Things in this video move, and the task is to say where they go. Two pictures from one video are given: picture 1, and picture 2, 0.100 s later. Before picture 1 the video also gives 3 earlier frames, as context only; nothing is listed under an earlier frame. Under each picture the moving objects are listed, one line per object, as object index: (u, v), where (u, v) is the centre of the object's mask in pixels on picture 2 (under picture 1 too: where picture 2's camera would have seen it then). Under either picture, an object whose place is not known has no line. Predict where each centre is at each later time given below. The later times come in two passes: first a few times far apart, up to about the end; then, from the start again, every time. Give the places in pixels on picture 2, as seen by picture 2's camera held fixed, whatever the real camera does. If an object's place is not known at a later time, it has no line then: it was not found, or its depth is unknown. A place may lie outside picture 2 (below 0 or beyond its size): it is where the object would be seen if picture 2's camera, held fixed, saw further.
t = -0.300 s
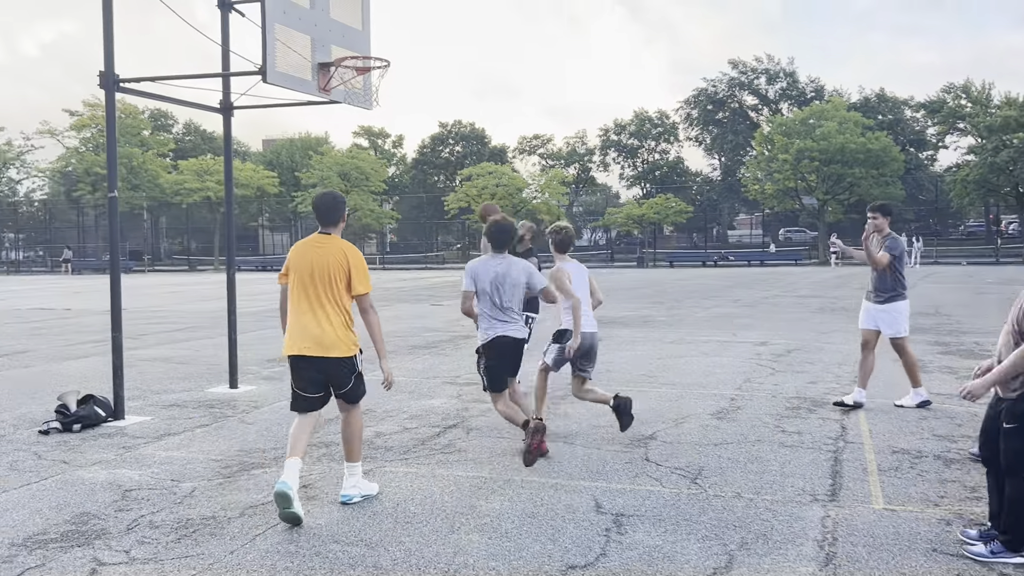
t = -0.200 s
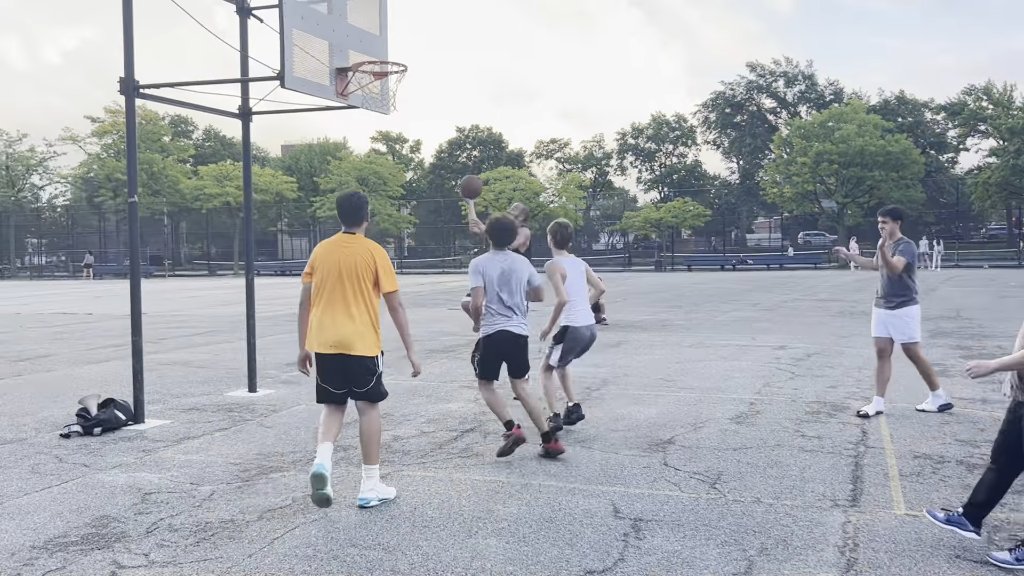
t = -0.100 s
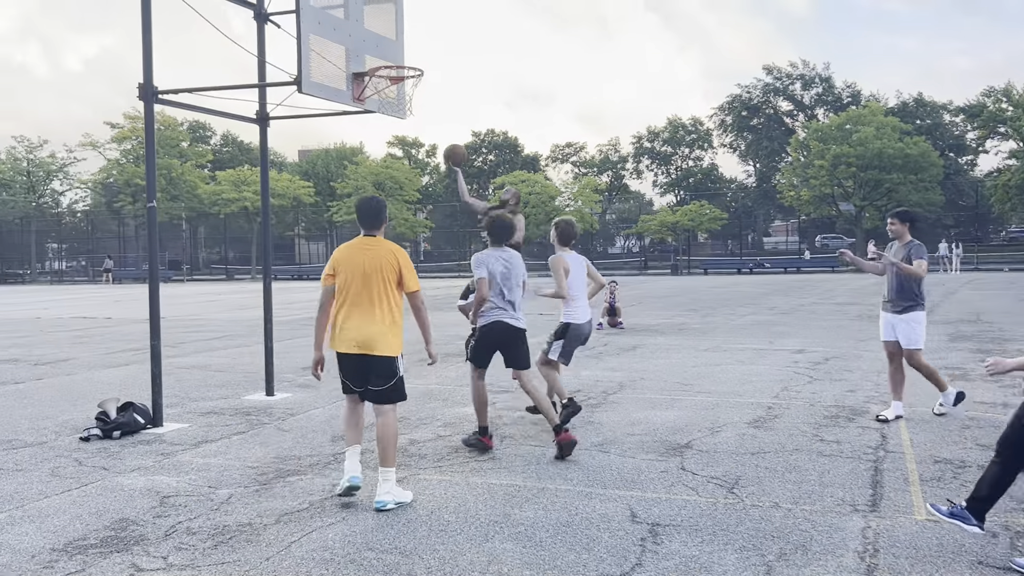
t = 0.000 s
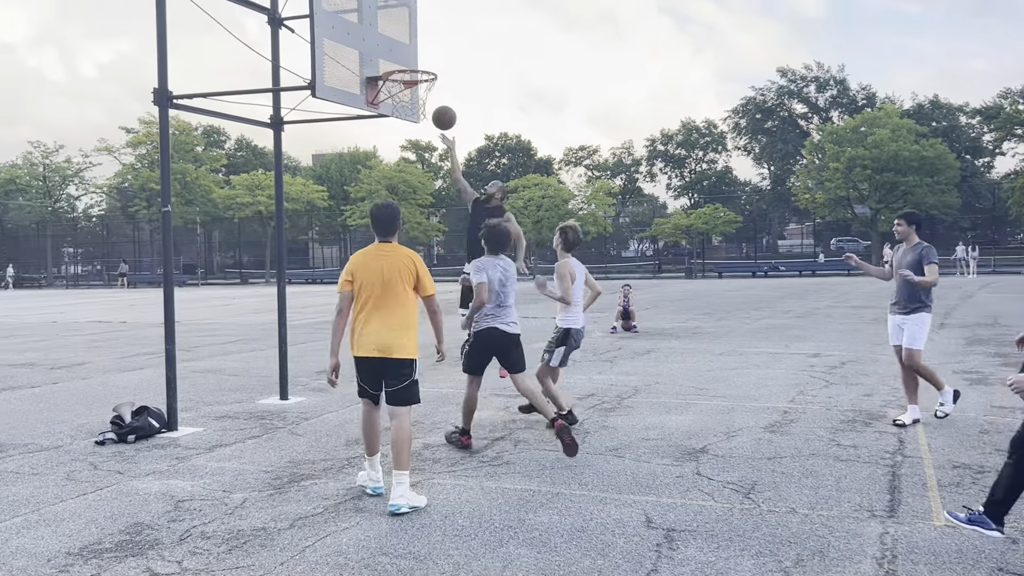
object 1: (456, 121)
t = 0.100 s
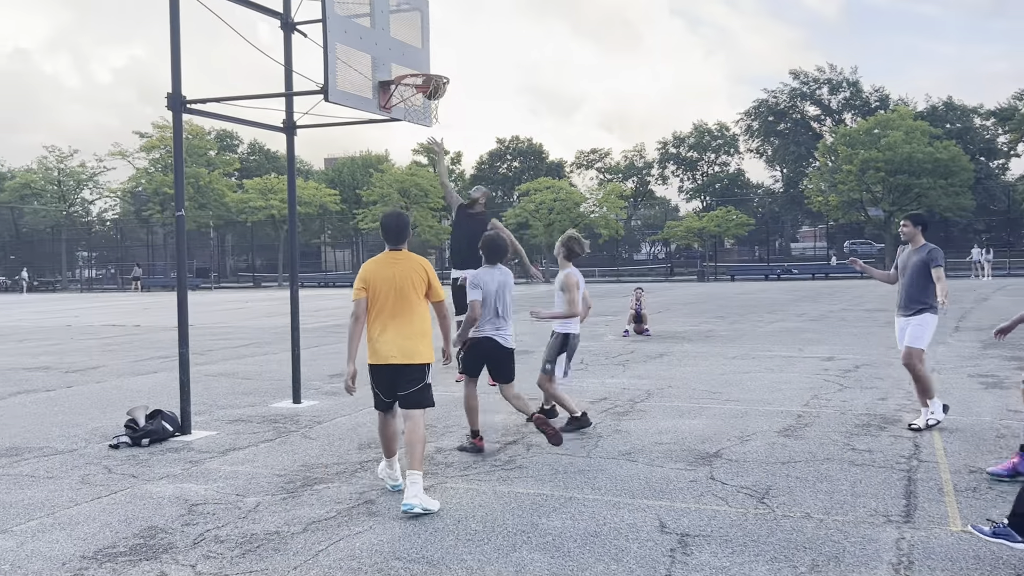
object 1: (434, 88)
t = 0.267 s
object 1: (415, 56)
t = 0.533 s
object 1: (431, 72)
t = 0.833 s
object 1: (413, 128)
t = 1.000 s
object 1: (398, 182)
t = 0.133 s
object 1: (424, 75)
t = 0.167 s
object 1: (418, 71)
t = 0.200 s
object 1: (412, 63)
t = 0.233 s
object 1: (414, 60)
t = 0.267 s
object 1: (415, 56)
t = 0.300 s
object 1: (417, 54)
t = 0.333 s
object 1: (419, 53)
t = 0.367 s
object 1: (421, 53)
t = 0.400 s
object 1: (423, 54)
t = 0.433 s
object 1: (424, 57)
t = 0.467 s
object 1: (426, 60)
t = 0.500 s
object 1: (429, 64)
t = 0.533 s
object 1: (431, 72)
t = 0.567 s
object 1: (433, 79)
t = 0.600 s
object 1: (434, 89)
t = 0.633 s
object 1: (435, 96)
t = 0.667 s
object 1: (432, 101)
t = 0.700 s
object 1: (428, 104)
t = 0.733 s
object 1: (424, 109)
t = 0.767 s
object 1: (422, 121)
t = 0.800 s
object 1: (417, 124)
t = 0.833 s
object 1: (413, 128)
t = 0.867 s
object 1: (410, 137)
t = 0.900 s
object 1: (407, 147)
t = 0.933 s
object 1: (403, 158)
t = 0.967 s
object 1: (400, 170)
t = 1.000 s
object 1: (398, 182)
